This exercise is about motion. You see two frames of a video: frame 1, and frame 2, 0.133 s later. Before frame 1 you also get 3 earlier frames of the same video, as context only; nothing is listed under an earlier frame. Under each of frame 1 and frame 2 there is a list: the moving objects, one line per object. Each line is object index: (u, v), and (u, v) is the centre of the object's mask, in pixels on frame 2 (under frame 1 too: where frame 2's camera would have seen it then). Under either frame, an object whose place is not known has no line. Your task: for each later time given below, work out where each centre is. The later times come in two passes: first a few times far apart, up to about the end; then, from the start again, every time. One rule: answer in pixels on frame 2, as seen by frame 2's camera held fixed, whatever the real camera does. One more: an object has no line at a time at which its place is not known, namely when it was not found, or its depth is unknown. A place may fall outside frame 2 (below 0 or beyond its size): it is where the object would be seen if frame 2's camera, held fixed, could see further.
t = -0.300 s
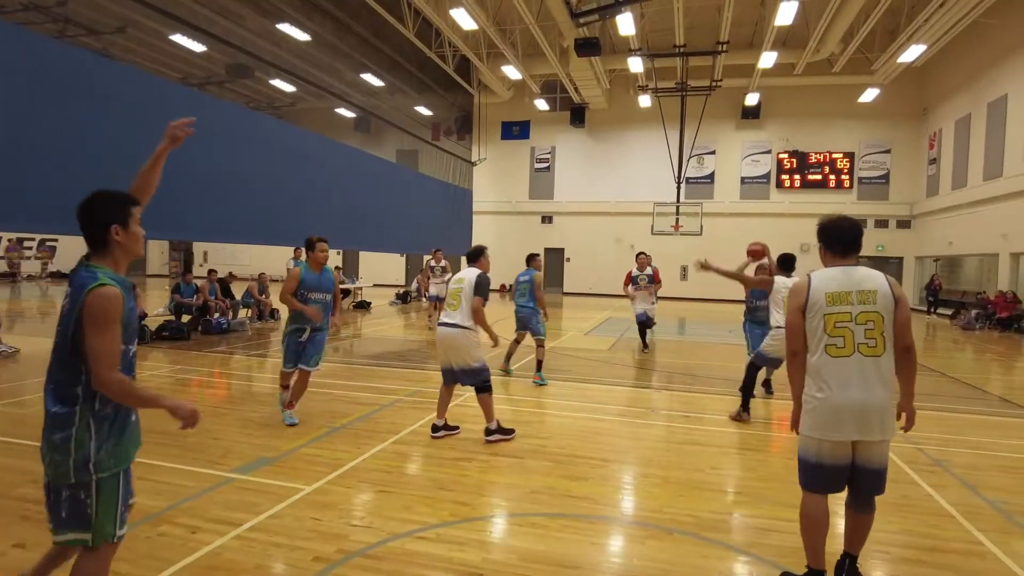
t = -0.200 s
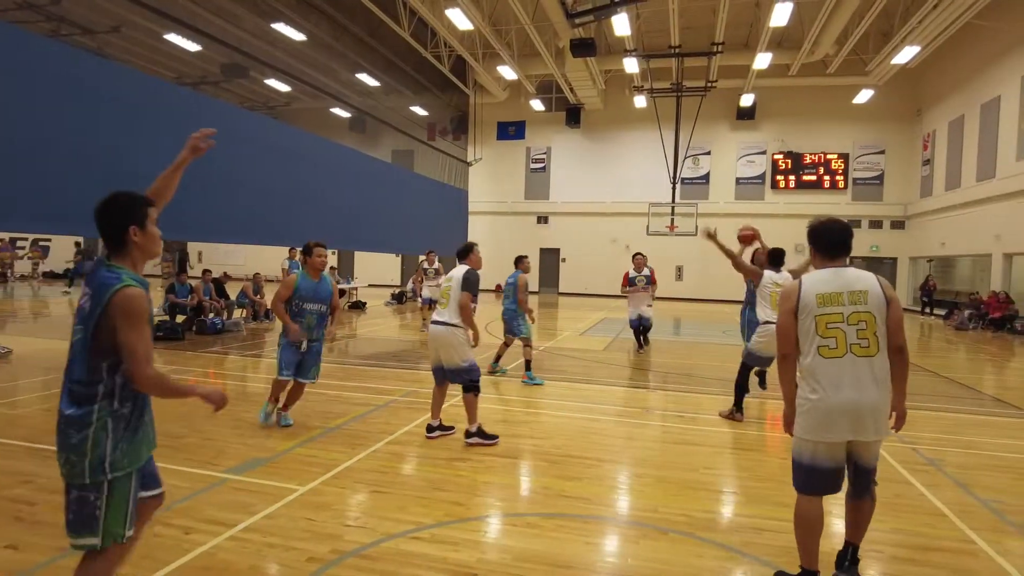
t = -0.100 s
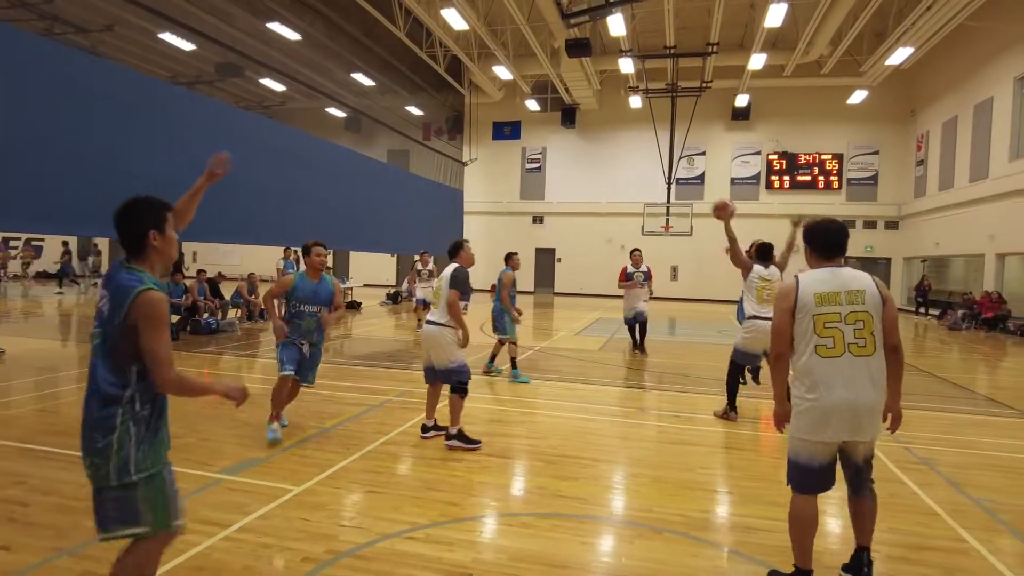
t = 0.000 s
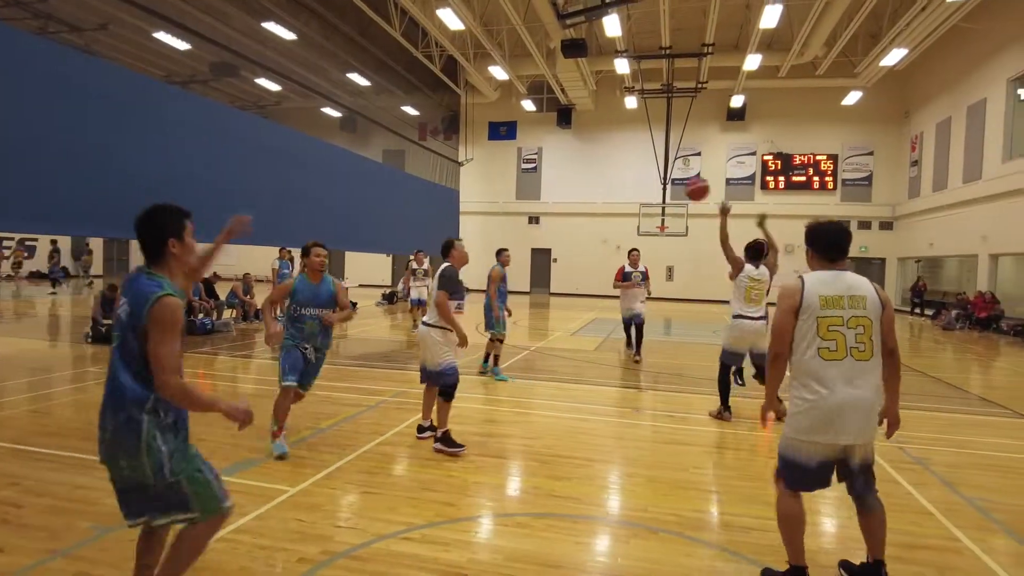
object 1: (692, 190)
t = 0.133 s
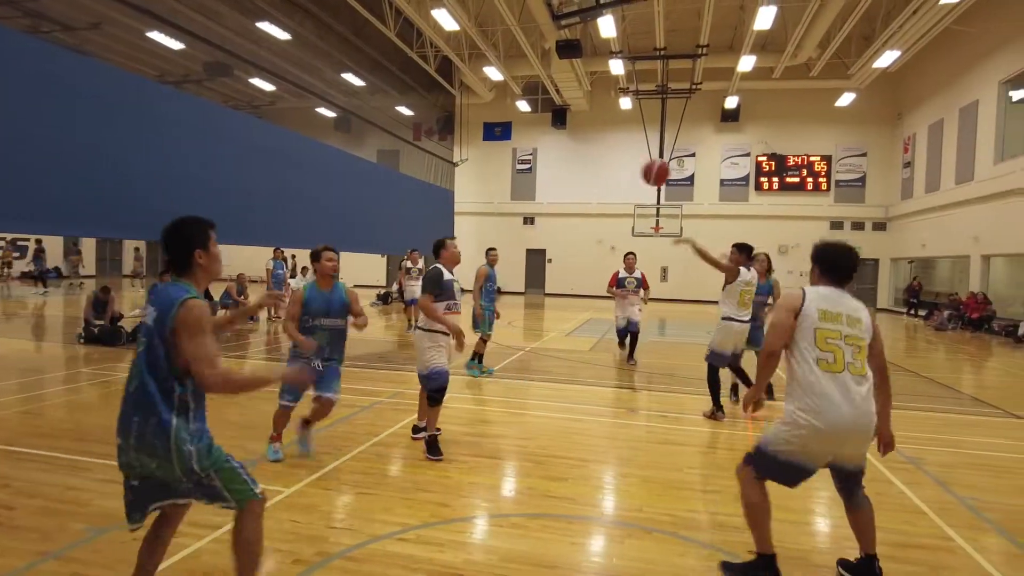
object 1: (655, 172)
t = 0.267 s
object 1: (608, 173)
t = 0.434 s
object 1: (523, 217)
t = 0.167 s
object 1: (645, 171)
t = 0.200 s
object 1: (634, 171)
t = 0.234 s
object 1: (621, 171)
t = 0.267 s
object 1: (608, 173)
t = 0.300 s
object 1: (594, 177)
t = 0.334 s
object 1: (579, 184)
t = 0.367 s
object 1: (561, 192)
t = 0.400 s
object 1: (544, 203)
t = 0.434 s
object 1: (523, 217)
